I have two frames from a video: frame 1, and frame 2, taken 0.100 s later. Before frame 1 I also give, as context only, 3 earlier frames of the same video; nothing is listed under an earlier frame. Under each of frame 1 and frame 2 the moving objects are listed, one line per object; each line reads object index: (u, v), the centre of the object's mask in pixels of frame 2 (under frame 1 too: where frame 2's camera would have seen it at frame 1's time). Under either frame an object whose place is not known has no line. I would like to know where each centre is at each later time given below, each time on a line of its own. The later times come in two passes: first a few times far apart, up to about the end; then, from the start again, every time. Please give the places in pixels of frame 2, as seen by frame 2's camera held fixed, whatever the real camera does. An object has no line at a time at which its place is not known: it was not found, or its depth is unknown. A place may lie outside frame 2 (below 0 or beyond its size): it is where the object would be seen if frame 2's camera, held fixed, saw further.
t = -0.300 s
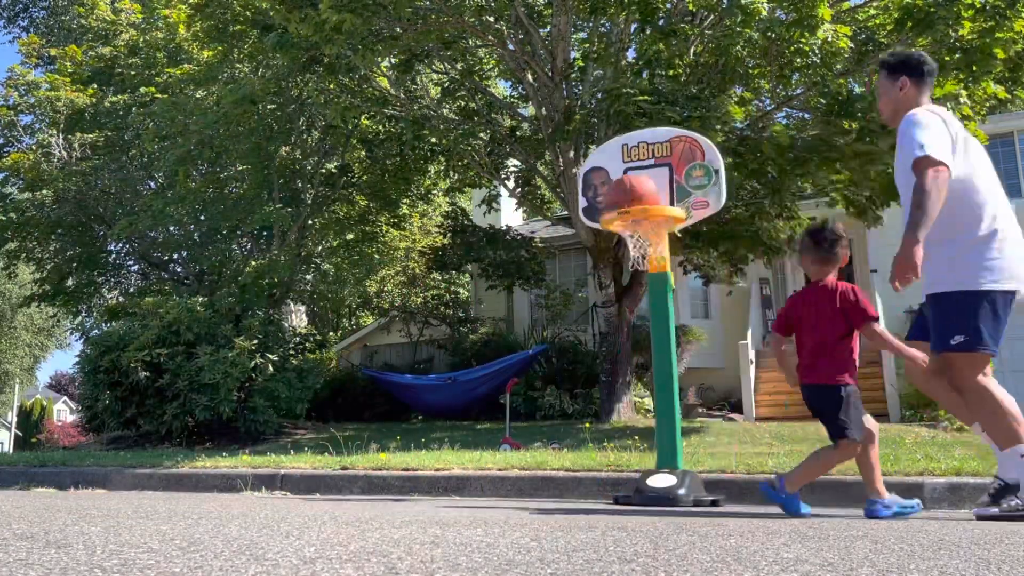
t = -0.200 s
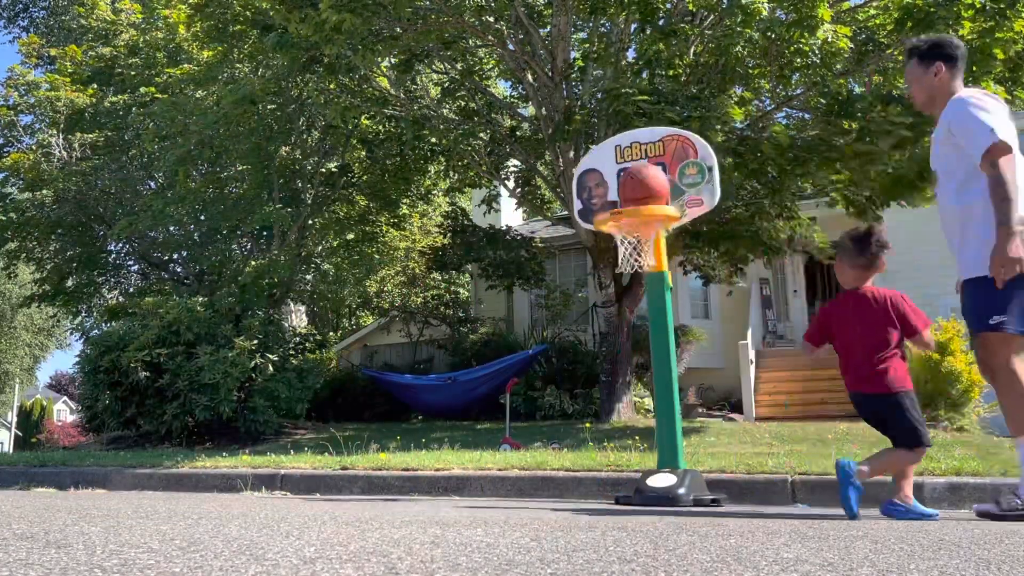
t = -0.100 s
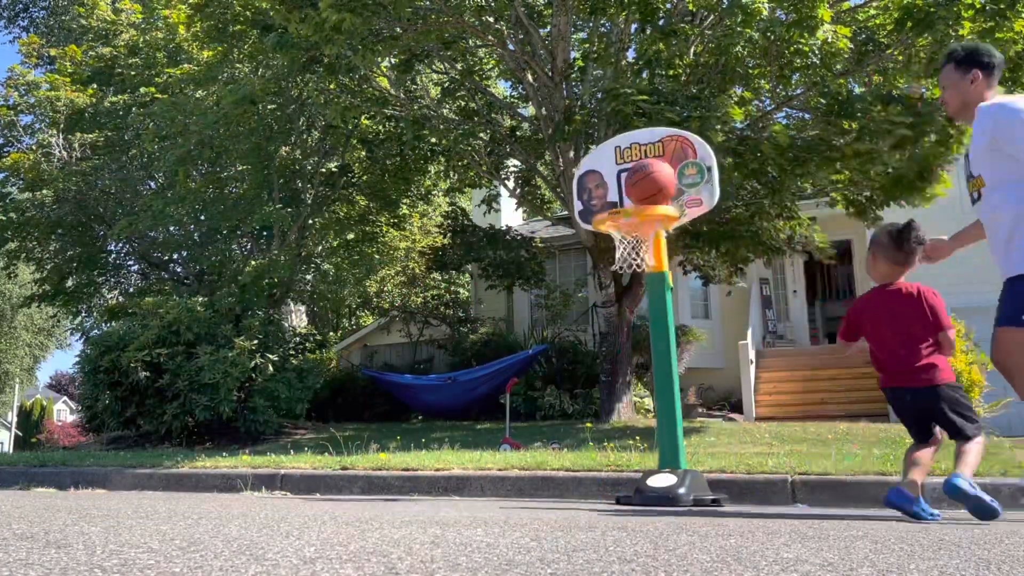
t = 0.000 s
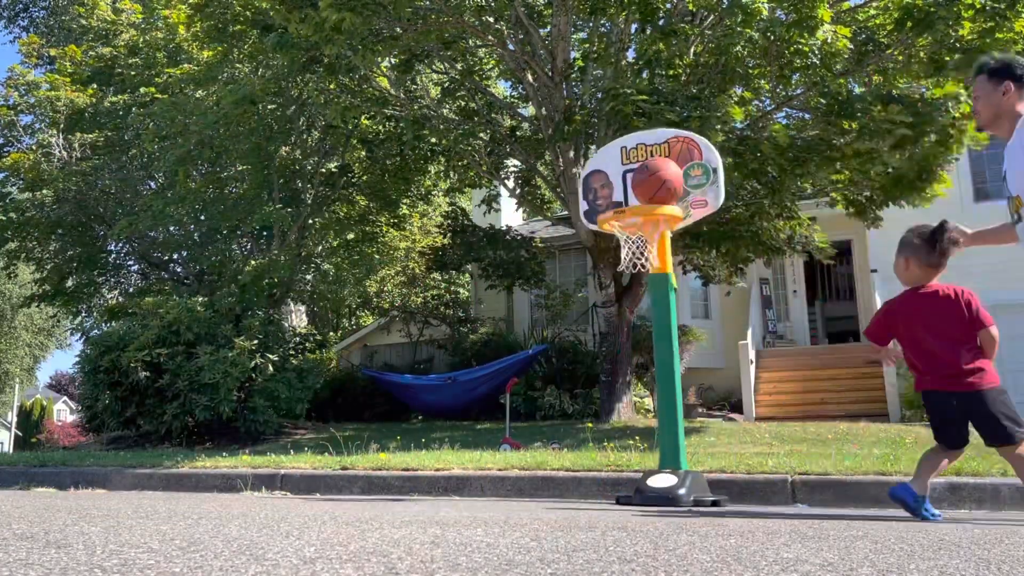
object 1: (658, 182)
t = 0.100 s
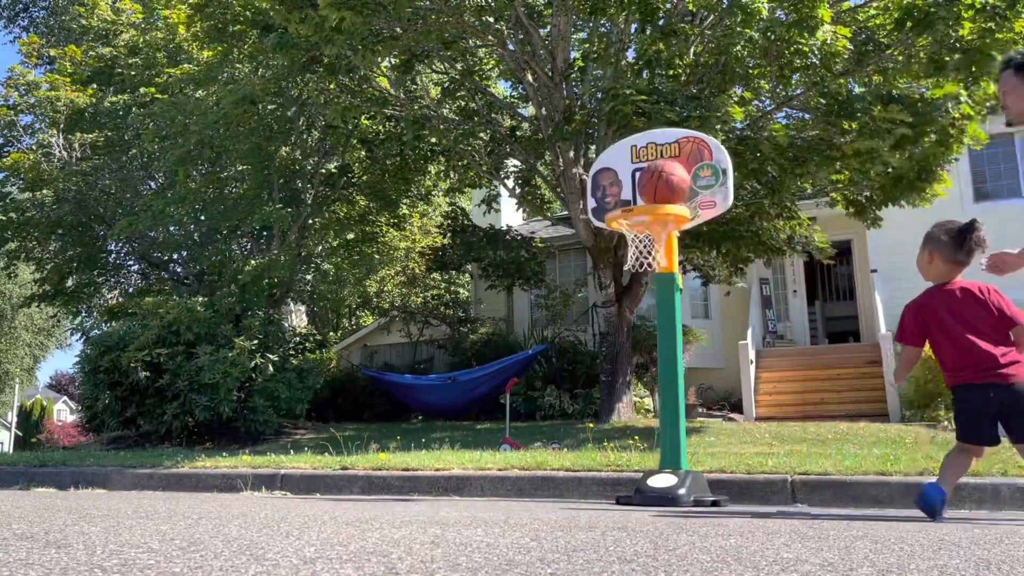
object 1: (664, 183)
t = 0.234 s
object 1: (667, 188)
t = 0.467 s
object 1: (653, 262)
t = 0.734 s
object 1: (644, 348)
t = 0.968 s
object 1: (642, 416)
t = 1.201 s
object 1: (636, 304)
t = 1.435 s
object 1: (639, 311)
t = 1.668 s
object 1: (650, 451)
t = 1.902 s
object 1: (654, 359)
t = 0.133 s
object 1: (665, 184)
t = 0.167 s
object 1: (667, 185)
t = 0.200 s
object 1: (668, 186)
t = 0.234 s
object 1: (667, 188)
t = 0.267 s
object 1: (667, 189)
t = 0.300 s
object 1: (666, 192)
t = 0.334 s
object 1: (664, 195)
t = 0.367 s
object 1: (662, 199)
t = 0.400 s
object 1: (641, 223)
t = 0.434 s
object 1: (656, 257)
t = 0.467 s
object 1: (653, 262)
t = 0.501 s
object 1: (647, 261)
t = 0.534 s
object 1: (648, 264)
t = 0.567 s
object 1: (647, 265)
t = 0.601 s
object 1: (646, 276)
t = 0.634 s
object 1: (645, 289)
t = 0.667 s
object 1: (645, 306)
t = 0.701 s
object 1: (644, 326)
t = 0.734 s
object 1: (644, 348)
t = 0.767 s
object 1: (644, 372)
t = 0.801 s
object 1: (644, 399)
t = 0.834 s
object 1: (644, 429)
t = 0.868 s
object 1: (645, 463)
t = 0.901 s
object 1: (644, 471)
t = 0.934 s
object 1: (643, 443)
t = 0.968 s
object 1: (642, 416)
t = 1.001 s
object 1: (640, 392)
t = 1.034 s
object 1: (639, 371)
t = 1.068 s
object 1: (638, 353)
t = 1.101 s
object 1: (637, 337)
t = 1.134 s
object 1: (637, 323)
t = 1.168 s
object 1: (637, 312)
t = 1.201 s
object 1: (636, 304)
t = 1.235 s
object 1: (636, 297)
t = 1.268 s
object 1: (636, 293)
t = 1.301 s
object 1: (636, 292)
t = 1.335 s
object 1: (636, 293)
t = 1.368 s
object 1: (637, 296)
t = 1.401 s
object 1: (638, 302)
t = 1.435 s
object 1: (639, 311)
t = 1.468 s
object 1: (640, 322)
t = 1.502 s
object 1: (641, 336)
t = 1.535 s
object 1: (642, 353)
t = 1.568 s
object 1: (644, 373)
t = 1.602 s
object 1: (646, 396)
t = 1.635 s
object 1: (648, 422)
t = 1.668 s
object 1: (650, 451)
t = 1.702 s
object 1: (653, 481)
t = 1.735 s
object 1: (652, 455)
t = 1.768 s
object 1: (653, 431)
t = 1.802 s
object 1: (653, 409)
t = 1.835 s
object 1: (653, 389)
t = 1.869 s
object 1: (653, 373)
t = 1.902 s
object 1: (654, 359)
